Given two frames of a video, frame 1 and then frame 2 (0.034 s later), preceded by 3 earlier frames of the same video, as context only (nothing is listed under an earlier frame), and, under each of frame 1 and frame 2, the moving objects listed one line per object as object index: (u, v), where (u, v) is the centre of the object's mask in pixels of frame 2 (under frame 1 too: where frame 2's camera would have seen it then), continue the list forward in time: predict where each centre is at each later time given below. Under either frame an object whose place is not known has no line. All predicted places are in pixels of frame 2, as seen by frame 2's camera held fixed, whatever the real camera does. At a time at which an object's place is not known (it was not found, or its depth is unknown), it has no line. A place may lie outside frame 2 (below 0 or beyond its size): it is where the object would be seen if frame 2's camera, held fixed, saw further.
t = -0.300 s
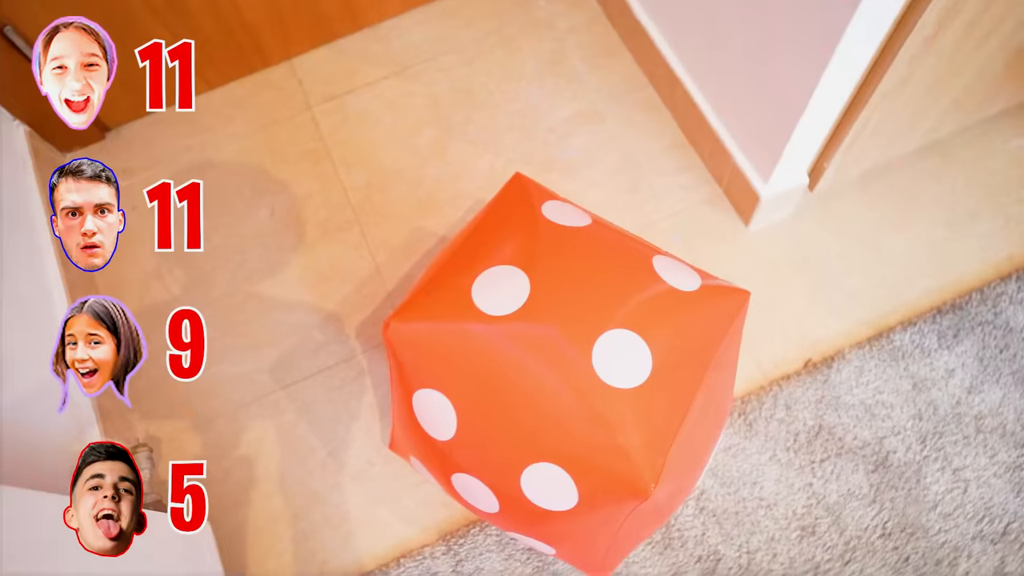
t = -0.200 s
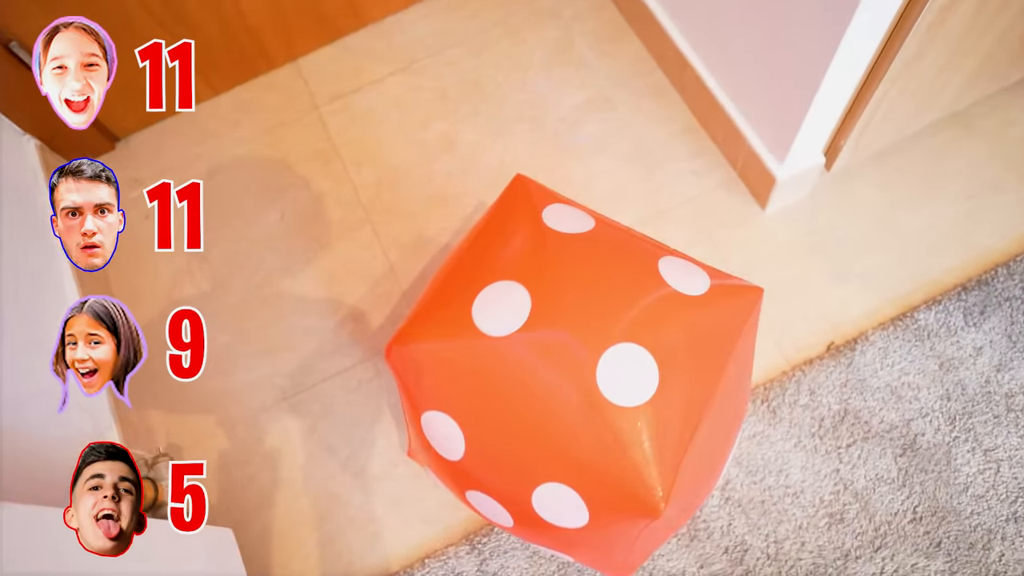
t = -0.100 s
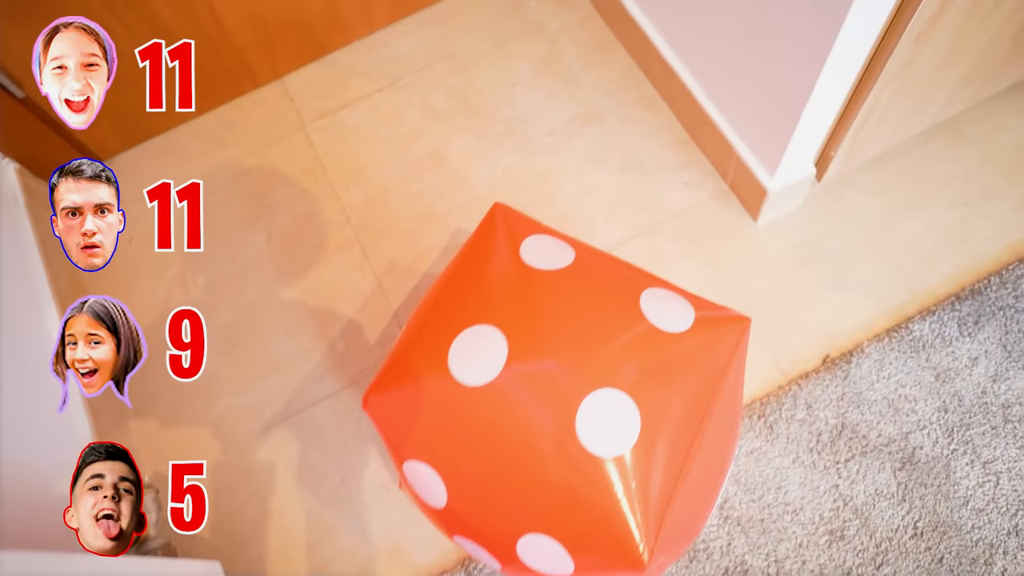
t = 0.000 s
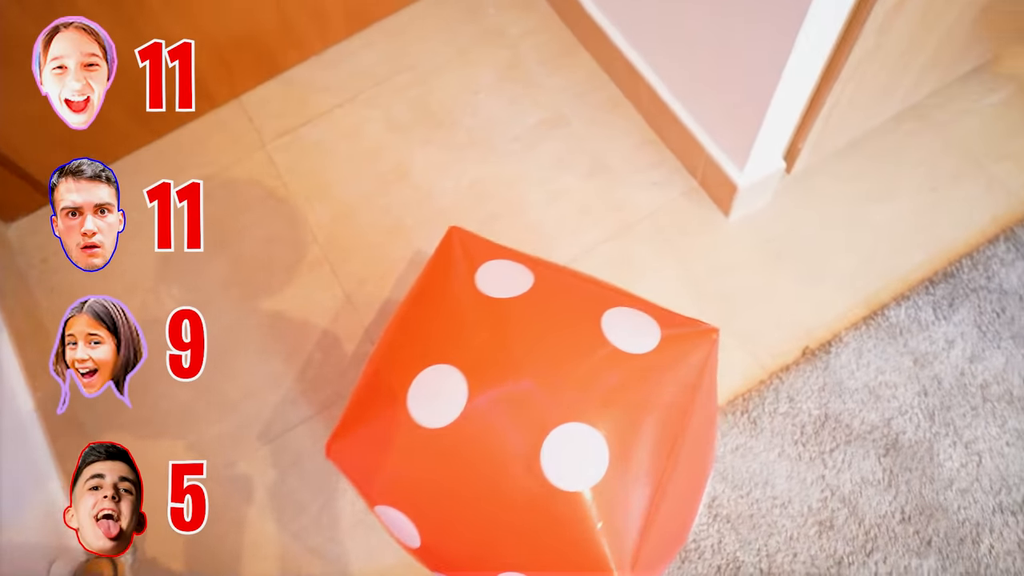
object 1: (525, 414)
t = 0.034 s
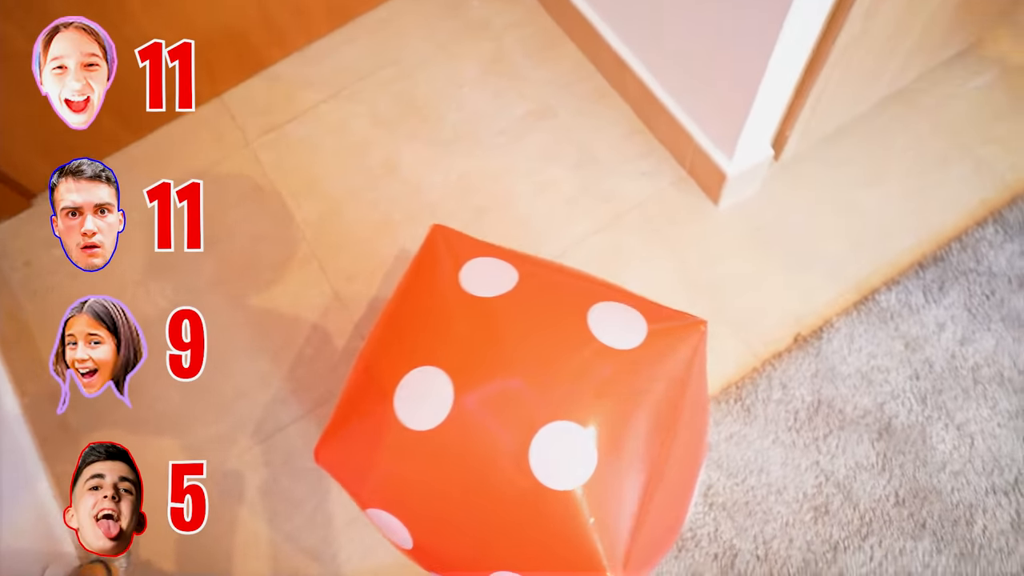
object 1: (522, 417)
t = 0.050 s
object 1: (518, 419)
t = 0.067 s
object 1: (516, 420)
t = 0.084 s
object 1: (514, 421)
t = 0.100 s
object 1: (511, 423)
